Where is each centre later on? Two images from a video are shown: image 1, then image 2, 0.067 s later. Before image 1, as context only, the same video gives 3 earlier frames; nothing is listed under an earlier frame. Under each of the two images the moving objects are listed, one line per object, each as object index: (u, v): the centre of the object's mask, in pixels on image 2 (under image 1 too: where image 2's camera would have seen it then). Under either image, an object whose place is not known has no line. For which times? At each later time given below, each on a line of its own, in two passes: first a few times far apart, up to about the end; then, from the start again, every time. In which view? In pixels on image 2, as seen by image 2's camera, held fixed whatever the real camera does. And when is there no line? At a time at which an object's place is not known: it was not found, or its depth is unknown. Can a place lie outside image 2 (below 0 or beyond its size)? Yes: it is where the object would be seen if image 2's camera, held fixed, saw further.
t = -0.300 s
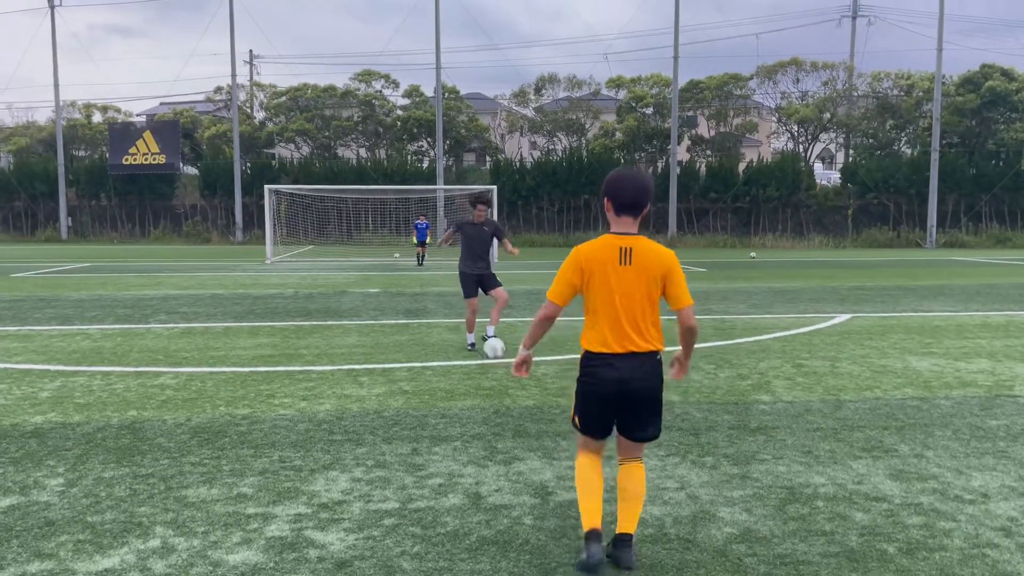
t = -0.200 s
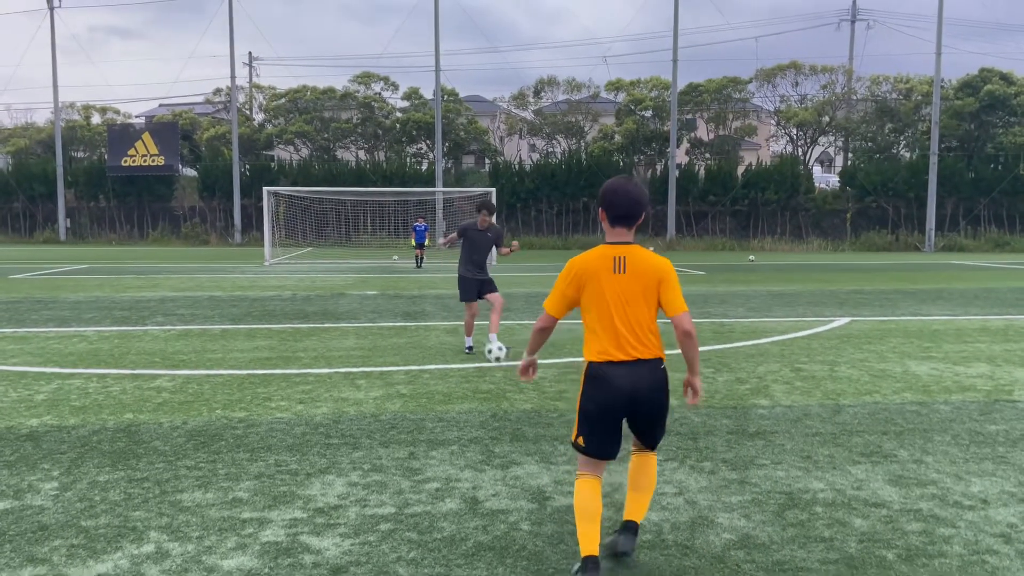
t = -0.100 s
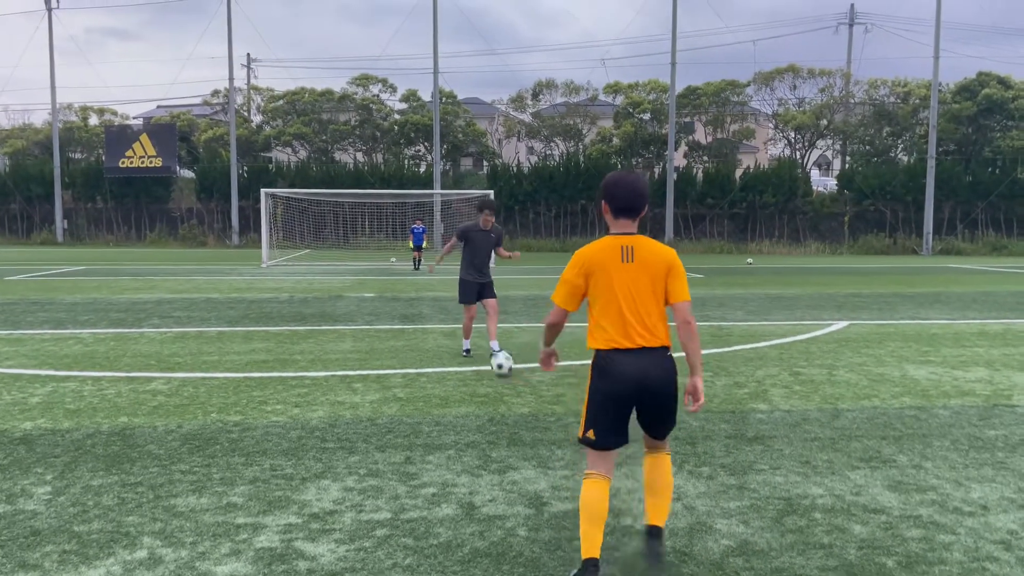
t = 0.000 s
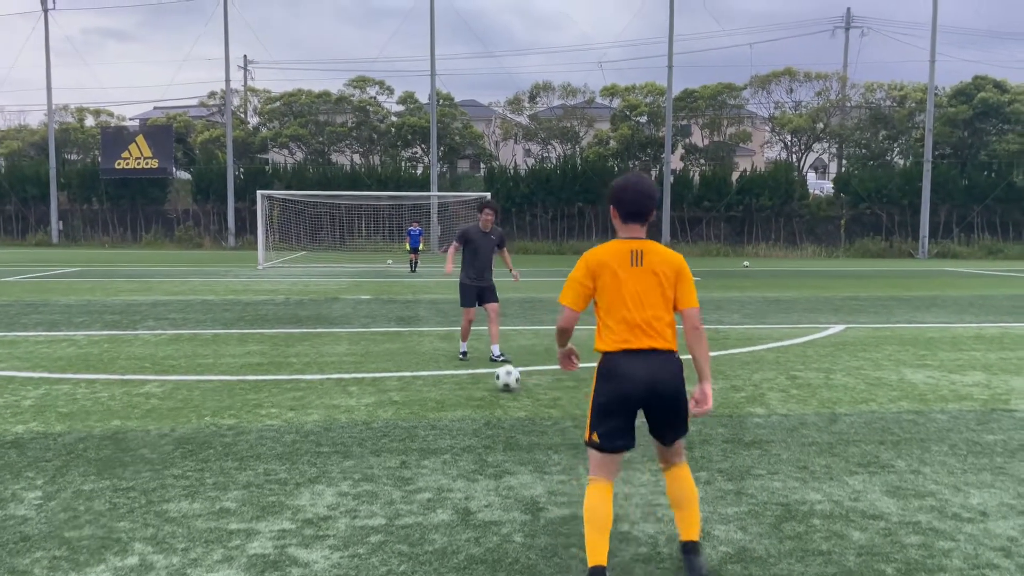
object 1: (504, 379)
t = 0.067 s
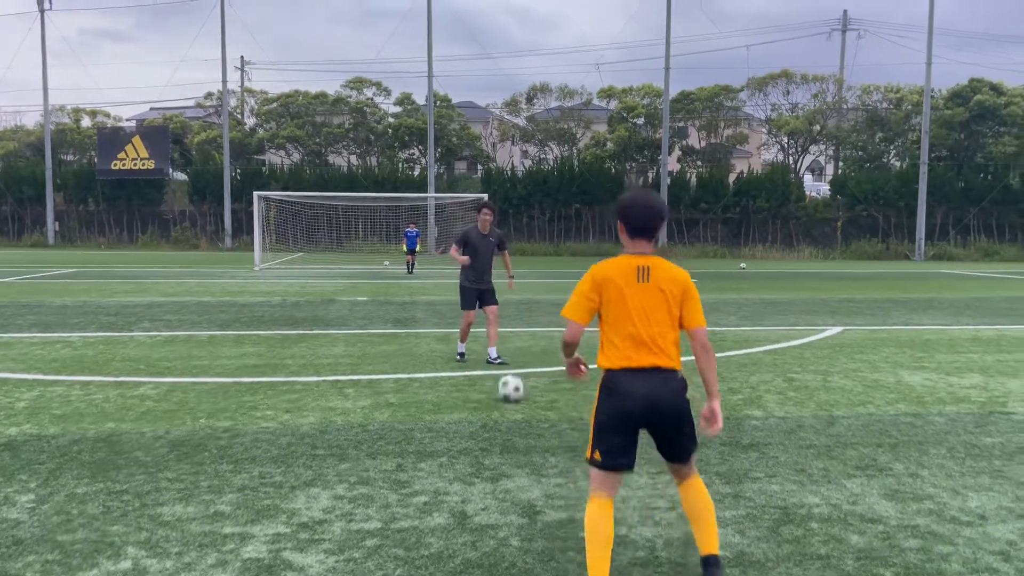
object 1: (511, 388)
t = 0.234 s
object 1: (526, 404)
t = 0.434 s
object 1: (546, 426)
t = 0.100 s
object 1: (514, 390)
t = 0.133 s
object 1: (517, 393)
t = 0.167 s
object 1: (519, 396)
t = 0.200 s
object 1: (523, 401)
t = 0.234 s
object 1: (526, 404)
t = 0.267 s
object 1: (528, 407)
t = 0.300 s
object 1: (531, 411)
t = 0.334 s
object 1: (534, 415)
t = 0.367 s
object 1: (538, 417)
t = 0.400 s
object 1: (541, 420)
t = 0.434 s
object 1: (546, 426)
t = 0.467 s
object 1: (549, 431)
